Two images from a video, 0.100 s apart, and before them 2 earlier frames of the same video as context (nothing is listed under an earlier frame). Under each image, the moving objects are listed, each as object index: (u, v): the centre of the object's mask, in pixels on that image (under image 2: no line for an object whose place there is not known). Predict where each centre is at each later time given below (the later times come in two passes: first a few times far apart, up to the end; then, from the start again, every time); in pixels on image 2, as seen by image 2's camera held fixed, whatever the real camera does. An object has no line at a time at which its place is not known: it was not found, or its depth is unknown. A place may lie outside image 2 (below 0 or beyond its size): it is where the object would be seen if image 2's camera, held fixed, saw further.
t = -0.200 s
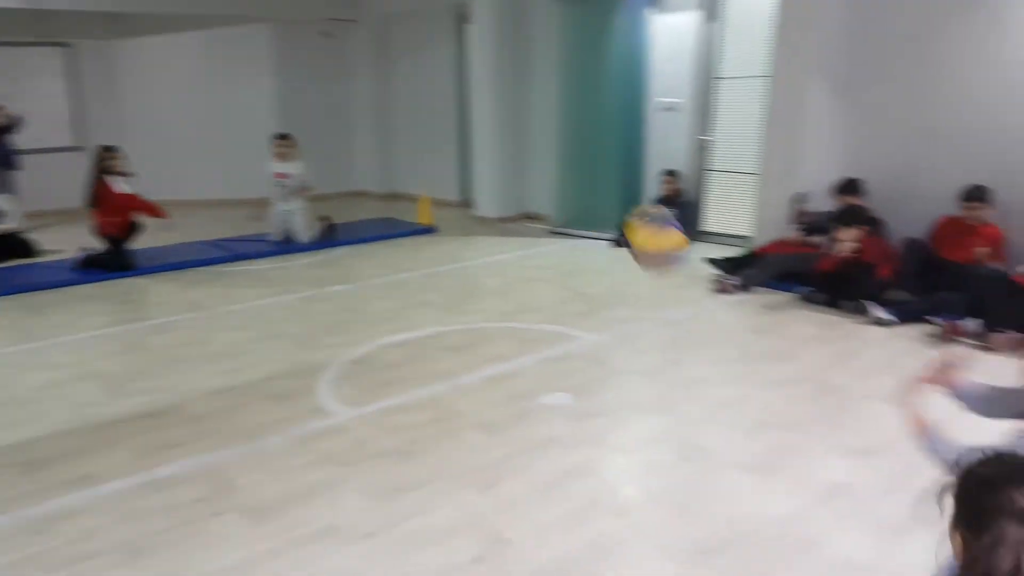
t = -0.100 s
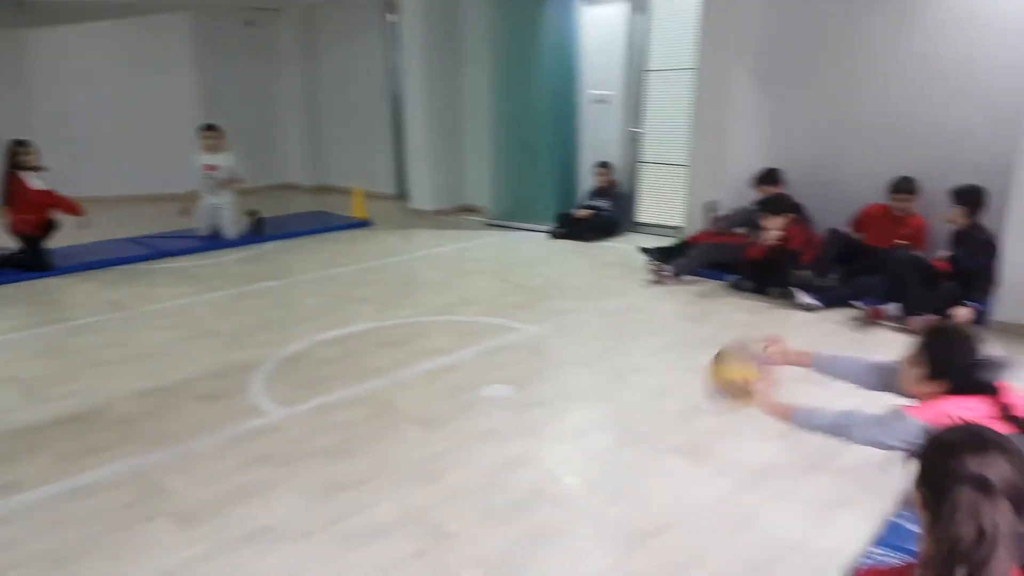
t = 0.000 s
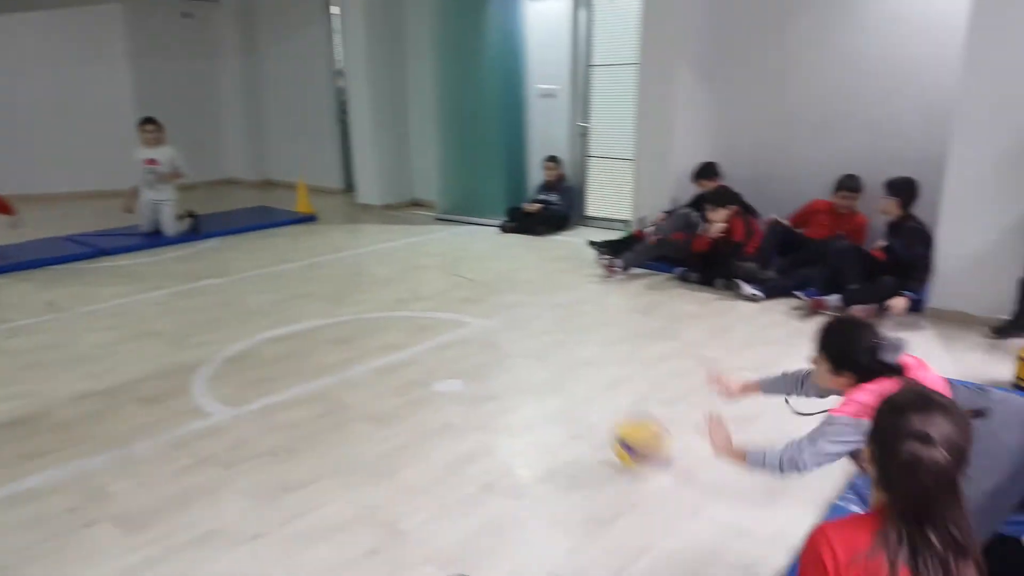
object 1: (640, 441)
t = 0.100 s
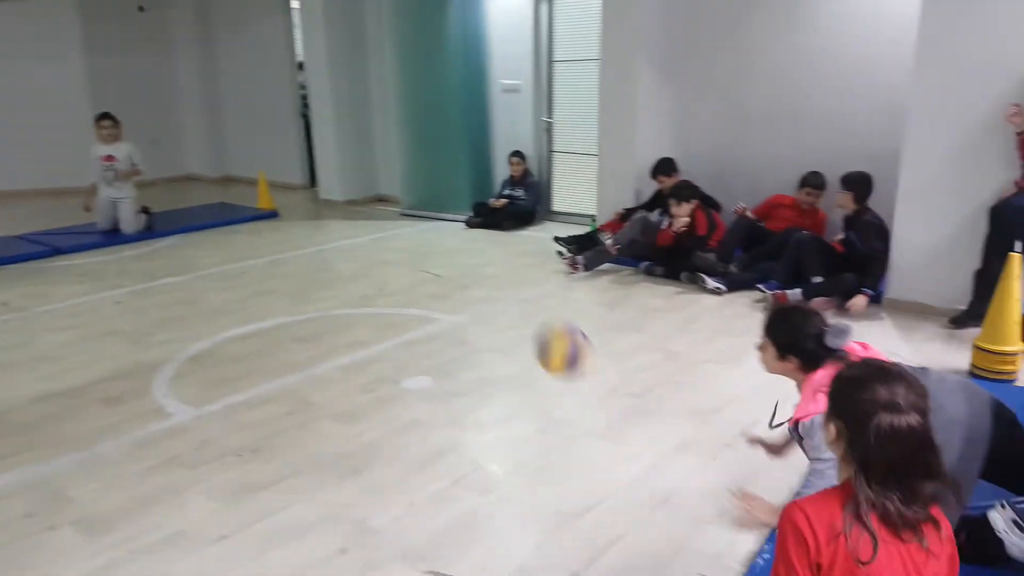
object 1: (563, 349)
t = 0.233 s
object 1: (503, 275)
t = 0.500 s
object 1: (398, 257)
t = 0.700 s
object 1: (340, 343)
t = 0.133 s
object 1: (547, 326)
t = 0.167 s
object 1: (532, 307)
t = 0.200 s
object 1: (517, 290)
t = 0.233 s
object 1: (503, 275)
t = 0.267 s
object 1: (489, 264)
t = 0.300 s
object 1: (475, 254)
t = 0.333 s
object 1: (461, 249)
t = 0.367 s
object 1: (448, 245)
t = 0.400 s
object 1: (435, 244)
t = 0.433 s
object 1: (422, 246)
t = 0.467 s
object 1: (410, 250)
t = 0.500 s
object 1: (398, 257)
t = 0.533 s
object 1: (388, 267)
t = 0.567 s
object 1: (377, 278)
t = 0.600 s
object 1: (367, 290)
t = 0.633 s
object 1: (358, 307)
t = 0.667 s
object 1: (348, 324)
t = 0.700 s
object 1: (340, 343)
